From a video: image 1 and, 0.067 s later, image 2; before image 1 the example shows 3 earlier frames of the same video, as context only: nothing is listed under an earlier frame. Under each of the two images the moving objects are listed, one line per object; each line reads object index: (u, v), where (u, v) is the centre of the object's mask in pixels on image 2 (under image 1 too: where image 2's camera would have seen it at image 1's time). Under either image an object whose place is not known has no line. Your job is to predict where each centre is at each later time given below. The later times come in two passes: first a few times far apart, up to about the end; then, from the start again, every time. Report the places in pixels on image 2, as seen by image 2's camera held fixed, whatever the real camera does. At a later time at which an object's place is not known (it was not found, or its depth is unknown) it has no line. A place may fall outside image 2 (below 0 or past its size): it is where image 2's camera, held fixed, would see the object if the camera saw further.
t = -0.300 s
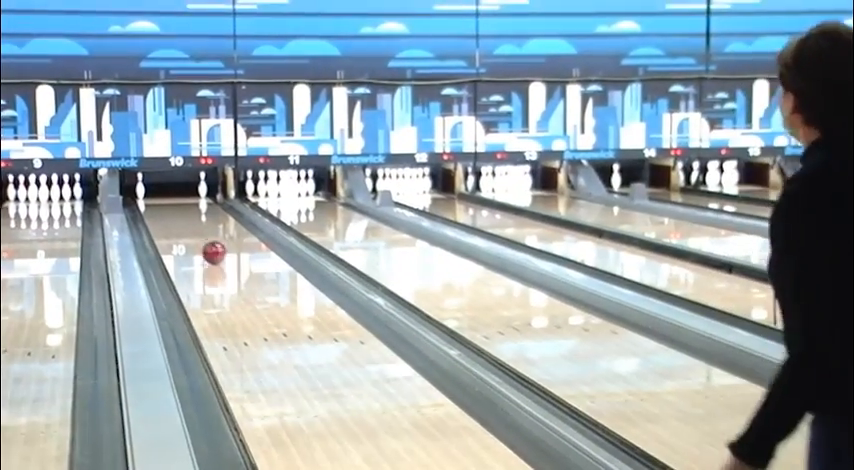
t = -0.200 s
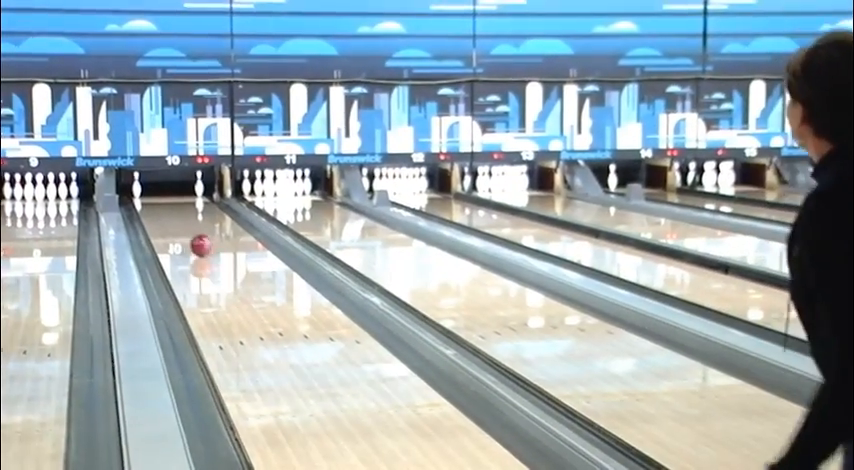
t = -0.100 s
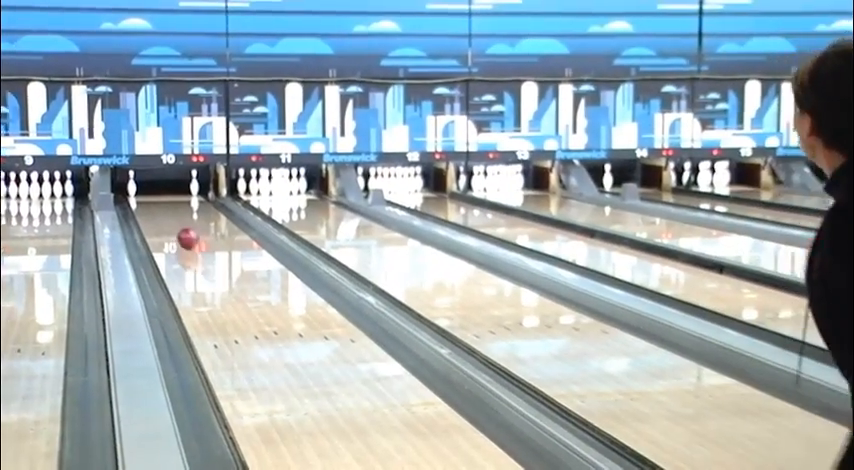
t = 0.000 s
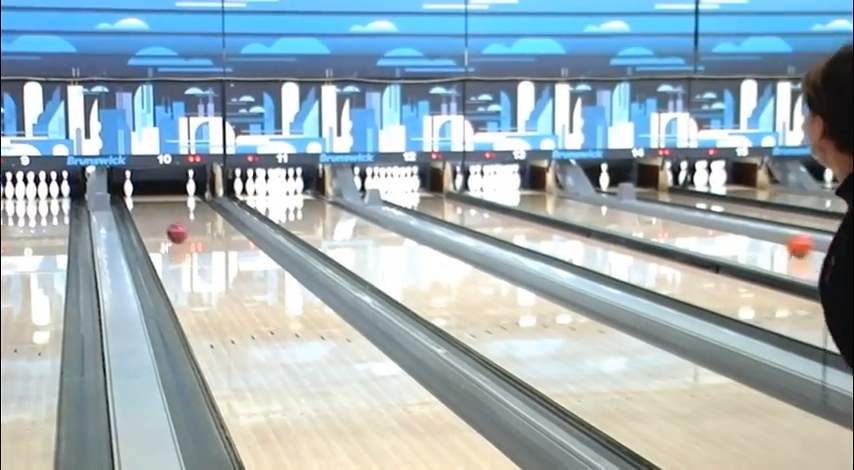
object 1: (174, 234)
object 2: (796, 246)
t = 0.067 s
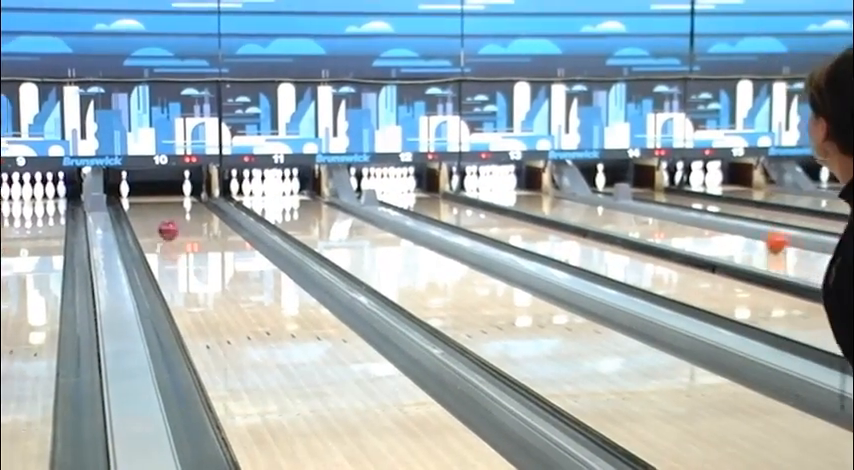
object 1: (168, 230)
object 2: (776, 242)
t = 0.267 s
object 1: (153, 221)
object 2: (724, 232)
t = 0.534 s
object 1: (135, 212)
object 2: (665, 221)
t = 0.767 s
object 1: (125, 204)
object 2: (625, 212)
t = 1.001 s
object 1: (116, 198)
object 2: (590, 206)
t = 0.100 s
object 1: (165, 228)
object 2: (767, 239)
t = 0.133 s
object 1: (163, 227)
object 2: (757, 238)
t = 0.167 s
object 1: (161, 224)
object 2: (749, 236)
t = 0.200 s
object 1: (157, 223)
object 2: (741, 234)
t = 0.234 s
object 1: (155, 223)
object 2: (733, 233)
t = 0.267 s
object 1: (153, 221)
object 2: (724, 232)
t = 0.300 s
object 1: (150, 220)
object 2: (715, 230)
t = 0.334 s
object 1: (148, 219)
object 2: (709, 228)
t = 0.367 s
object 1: (145, 218)
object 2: (700, 227)
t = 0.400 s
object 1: (143, 216)
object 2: (693, 225)
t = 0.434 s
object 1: (141, 215)
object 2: (686, 225)
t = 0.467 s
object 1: (138, 213)
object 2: (678, 223)
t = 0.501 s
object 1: (137, 213)
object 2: (672, 222)
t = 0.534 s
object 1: (135, 212)
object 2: (665, 221)
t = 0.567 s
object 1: (133, 211)
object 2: (659, 220)
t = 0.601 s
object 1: (132, 209)
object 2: (653, 219)
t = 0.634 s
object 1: (130, 208)
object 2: (647, 217)
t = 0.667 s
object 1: (129, 207)
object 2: (641, 216)
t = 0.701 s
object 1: (128, 206)
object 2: (636, 214)
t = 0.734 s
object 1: (127, 205)
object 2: (630, 213)
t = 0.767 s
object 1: (125, 204)
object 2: (625, 212)
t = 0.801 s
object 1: (123, 203)
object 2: (620, 211)
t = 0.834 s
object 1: (123, 203)
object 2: (614, 211)
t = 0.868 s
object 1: (122, 202)
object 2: (611, 210)
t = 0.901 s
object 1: (121, 201)
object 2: (605, 209)
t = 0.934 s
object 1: (119, 200)
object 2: (600, 207)
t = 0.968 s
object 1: (118, 199)
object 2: (596, 207)
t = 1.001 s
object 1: (116, 198)
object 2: (590, 206)
